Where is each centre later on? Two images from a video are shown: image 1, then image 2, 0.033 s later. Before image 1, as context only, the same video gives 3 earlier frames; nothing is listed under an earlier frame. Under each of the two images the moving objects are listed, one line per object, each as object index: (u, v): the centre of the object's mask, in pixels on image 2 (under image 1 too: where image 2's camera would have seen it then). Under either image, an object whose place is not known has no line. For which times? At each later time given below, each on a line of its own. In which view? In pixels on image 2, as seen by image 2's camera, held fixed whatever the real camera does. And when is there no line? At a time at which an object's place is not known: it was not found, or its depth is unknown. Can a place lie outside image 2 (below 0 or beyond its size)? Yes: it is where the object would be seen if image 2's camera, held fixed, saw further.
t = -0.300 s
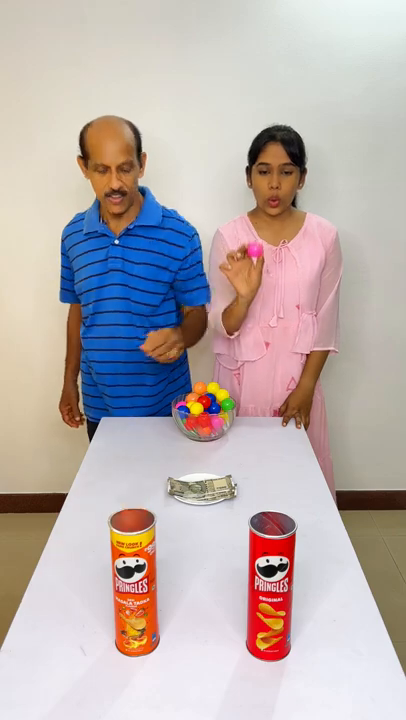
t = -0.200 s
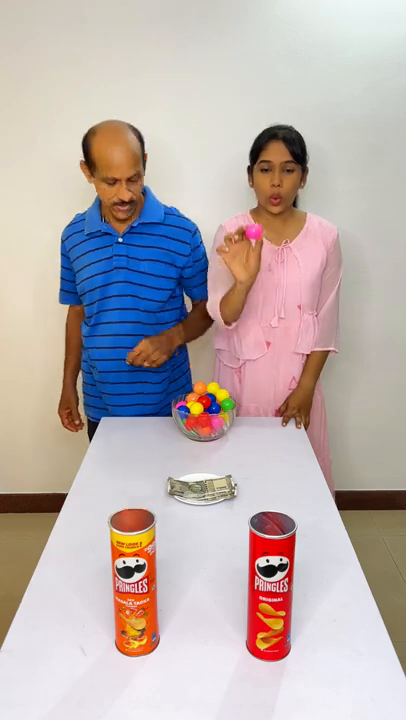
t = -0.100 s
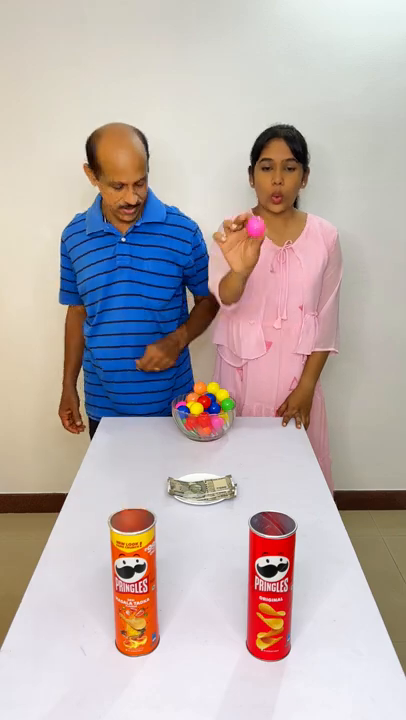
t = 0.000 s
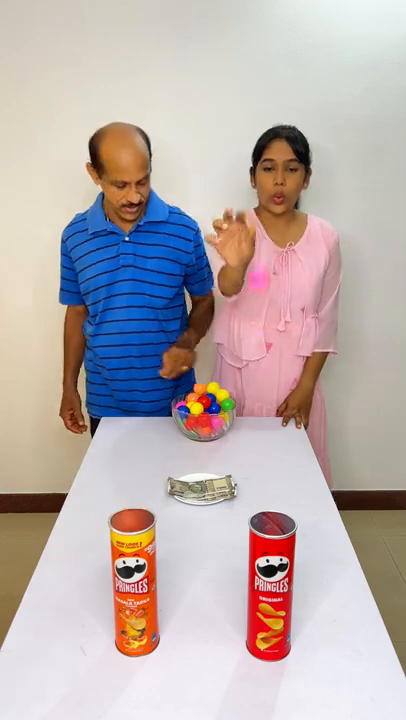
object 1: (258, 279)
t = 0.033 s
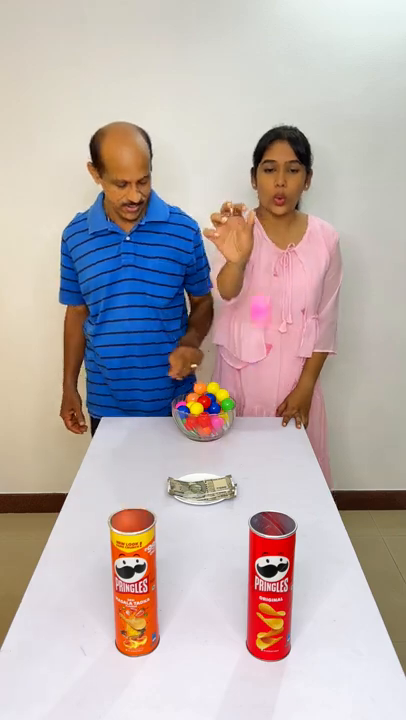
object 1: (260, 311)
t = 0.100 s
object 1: (262, 401)
